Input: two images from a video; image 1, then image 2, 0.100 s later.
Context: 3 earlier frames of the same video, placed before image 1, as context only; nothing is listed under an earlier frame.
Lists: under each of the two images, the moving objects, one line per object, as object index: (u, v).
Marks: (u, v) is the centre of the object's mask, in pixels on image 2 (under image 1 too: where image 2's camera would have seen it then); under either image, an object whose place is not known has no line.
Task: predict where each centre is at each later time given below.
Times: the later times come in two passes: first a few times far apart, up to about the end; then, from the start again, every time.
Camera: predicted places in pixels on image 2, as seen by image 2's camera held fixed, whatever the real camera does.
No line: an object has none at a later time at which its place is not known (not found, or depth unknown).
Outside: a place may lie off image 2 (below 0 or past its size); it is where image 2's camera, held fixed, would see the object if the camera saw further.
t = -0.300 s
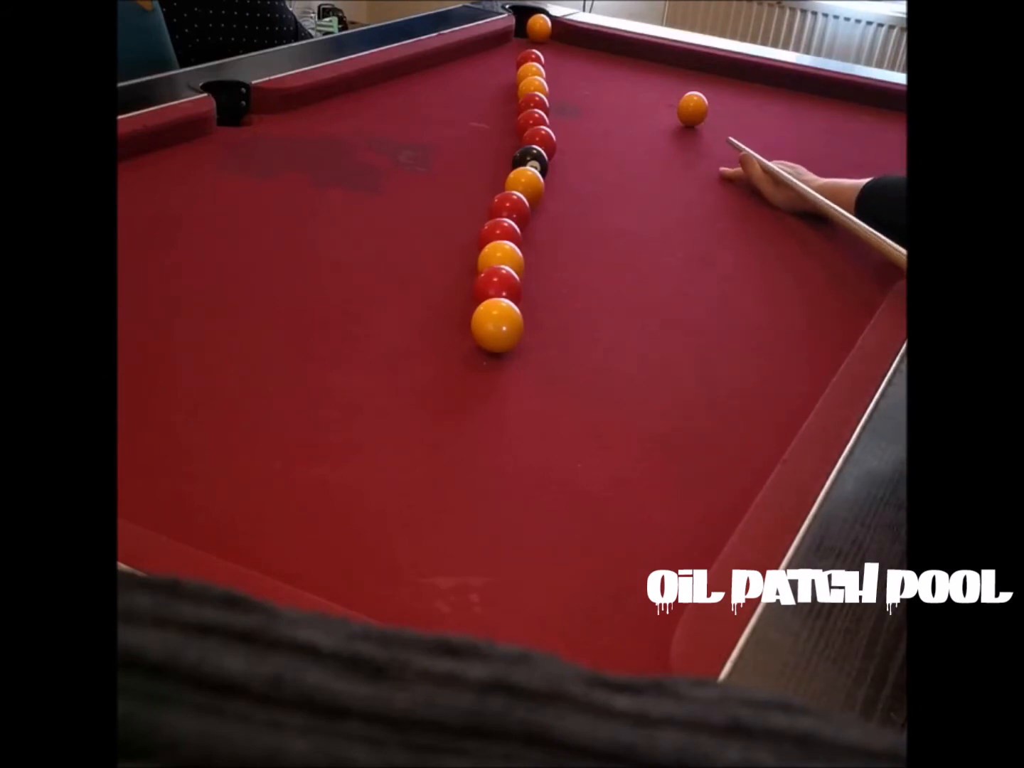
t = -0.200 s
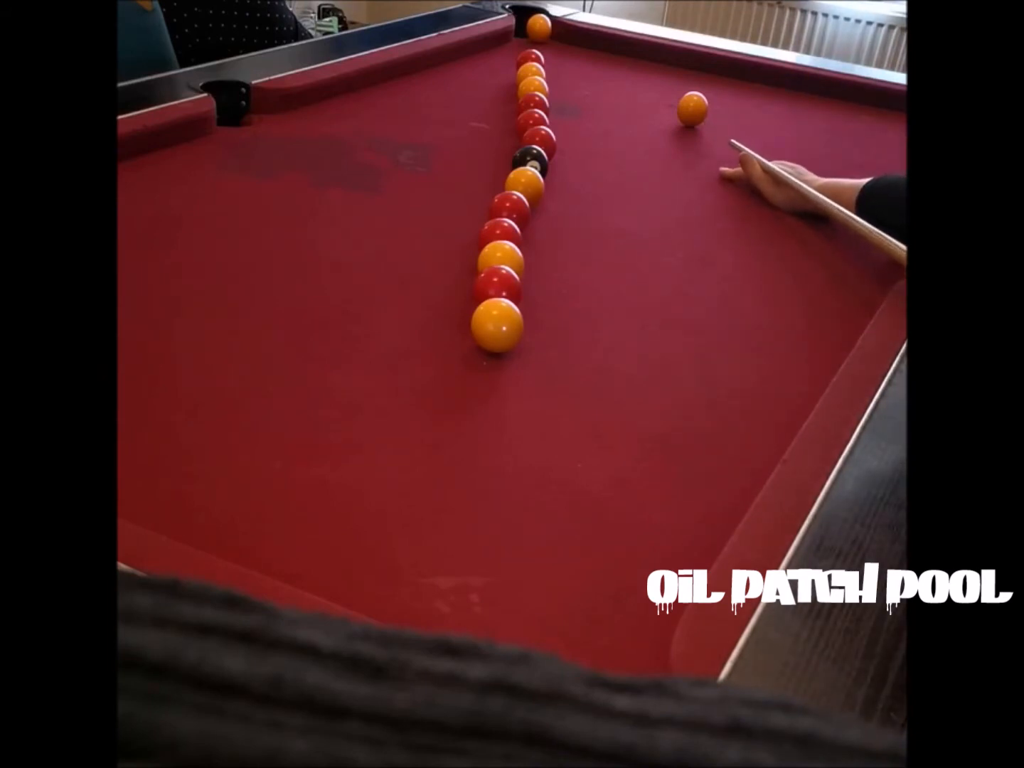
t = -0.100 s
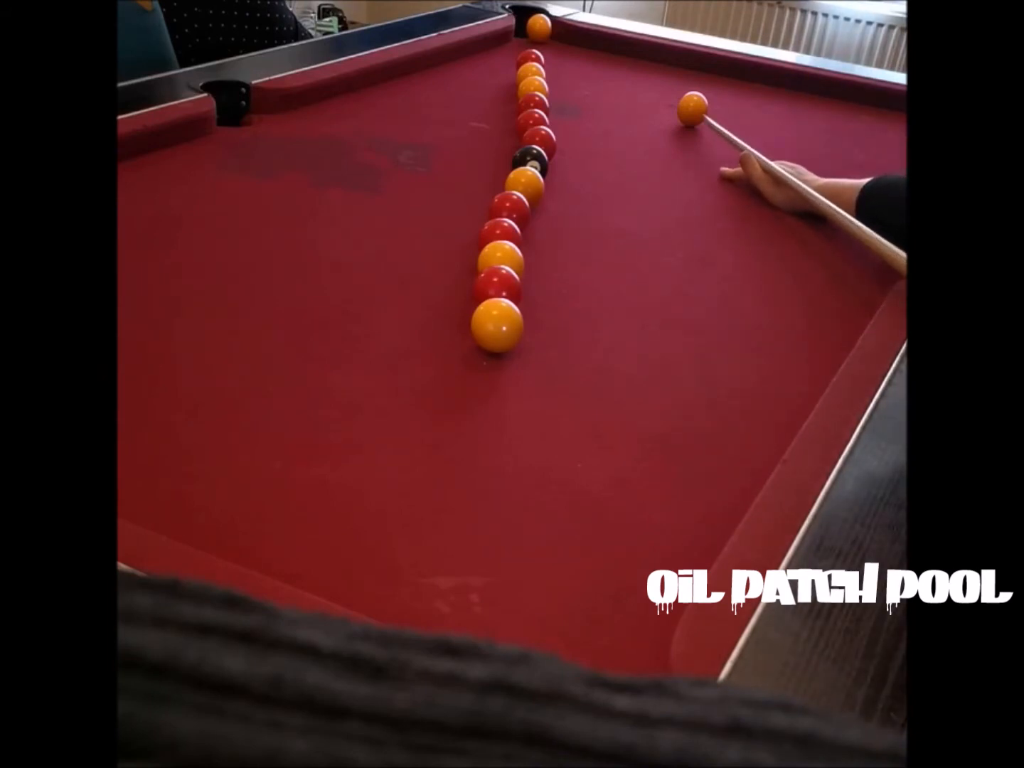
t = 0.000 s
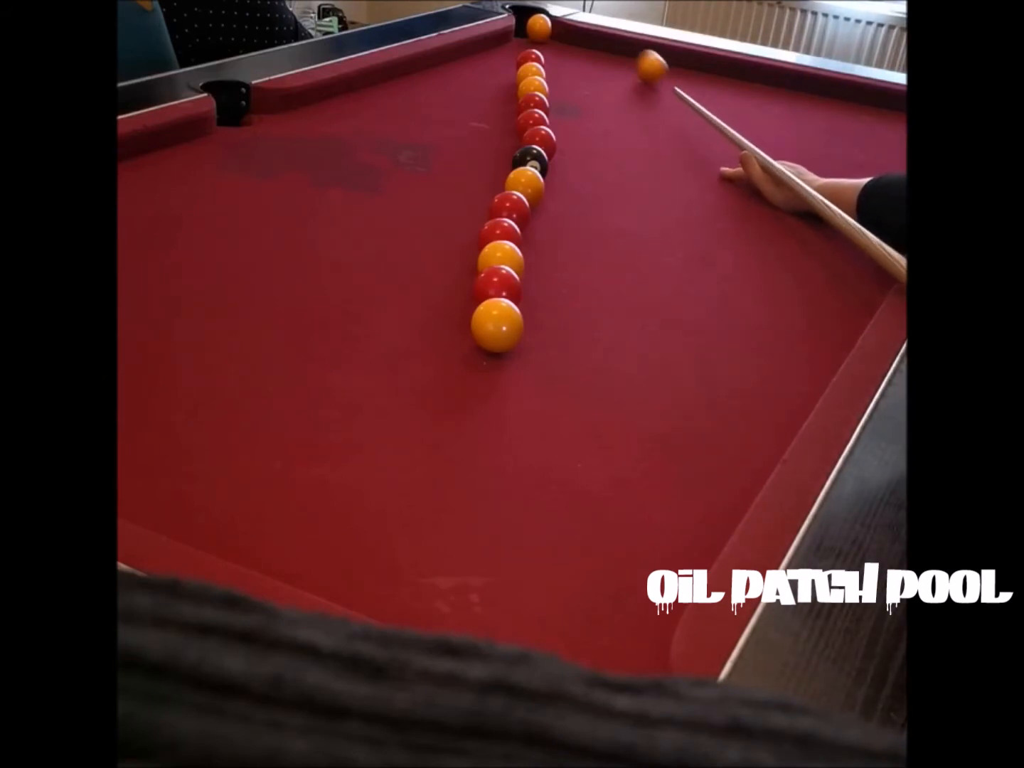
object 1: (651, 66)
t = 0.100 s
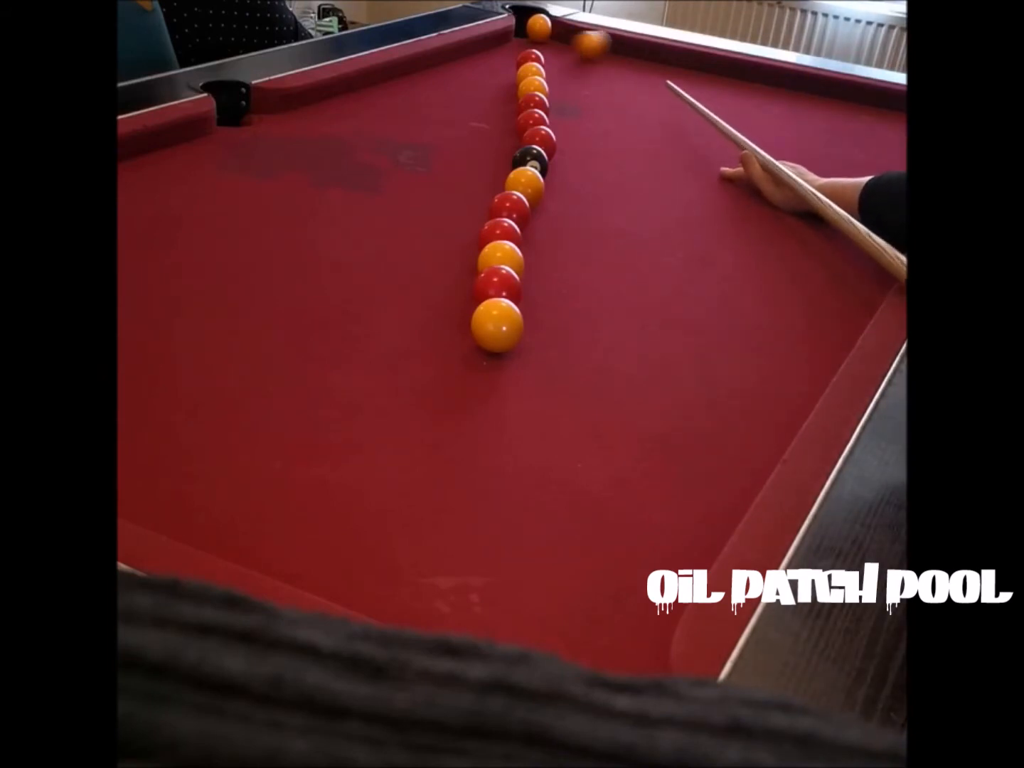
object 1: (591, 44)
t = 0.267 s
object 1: (457, 55)
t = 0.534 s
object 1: (424, 121)
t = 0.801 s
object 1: (367, 220)
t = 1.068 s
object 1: (264, 390)
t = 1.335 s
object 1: (425, 483)
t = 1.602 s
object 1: (764, 430)
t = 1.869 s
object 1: (702, 311)
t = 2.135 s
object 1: (657, 229)
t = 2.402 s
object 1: (624, 168)
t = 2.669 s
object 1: (598, 124)
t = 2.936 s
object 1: (577, 88)
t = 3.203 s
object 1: (560, 60)
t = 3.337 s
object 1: (553, 47)
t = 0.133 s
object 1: (561, 44)
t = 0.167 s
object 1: (530, 42)
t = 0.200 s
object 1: (498, 48)
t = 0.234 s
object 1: (468, 49)
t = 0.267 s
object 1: (457, 55)
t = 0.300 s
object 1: (456, 63)
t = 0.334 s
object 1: (453, 70)
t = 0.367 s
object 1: (449, 78)
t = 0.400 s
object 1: (445, 86)
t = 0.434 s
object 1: (440, 94)
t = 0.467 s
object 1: (435, 102)
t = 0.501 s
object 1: (430, 112)
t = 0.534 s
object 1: (424, 121)
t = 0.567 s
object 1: (419, 131)
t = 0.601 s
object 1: (413, 142)
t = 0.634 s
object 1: (406, 153)
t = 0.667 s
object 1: (399, 165)
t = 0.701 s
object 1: (392, 177)
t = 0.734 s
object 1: (384, 190)
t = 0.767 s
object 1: (376, 205)
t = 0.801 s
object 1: (367, 220)
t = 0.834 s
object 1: (357, 236)
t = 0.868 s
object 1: (347, 253)
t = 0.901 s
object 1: (336, 271)
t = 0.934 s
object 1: (323, 292)
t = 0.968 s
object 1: (311, 313)
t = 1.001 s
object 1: (297, 336)
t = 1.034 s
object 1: (281, 362)
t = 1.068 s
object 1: (264, 390)
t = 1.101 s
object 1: (245, 420)
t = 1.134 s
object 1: (225, 454)
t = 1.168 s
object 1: (201, 492)
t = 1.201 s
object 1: (189, 518)
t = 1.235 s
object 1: (251, 515)
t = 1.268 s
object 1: (315, 502)
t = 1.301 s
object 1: (372, 491)
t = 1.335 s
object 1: (425, 483)
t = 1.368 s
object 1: (474, 475)
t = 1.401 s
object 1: (520, 468)
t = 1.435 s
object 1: (565, 461)
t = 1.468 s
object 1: (607, 455)
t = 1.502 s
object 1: (649, 448)
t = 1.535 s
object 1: (689, 440)
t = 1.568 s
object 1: (727, 435)
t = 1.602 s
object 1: (764, 430)
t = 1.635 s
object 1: (762, 413)
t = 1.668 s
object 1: (751, 397)
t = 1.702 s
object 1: (742, 380)
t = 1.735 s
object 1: (733, 365)
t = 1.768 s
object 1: (725, 351)
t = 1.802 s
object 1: (717, 337)
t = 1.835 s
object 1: (709, 324)
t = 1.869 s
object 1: (702, 311)
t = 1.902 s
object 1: (696, 298)
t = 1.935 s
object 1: (690, 287)
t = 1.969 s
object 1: (684, 277)
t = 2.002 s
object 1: (678, 266)
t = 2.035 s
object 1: (672, 256)
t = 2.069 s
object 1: (667, 247)
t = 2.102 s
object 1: (662, 238)
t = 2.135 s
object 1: (657, 229)
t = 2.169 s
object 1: (653, 220)
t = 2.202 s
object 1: (648, 212)
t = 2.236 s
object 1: (644, 204)
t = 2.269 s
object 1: (639, 196)
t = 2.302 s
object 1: (635, 189)
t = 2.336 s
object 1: (632, 182)
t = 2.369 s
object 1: (628, 175)
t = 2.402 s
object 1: (624, 168)
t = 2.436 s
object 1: (621, 162)
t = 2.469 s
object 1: (617, 156)
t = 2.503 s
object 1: (614, 150)
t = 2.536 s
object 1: (610, 144)
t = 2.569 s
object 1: (608, 139)
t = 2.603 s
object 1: (604, 134)
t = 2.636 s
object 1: (601, 128)
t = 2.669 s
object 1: (598, 124)
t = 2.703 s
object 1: (596, 119)
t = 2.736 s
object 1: (593, 114)
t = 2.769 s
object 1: (590, 109)
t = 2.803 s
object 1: (587, 105)
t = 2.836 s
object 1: (585, 100)
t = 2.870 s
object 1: (582, 96)
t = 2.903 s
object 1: (580, 92)
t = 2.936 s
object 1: (577, 88)
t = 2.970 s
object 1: (575, 85)
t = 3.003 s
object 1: (573, 81)
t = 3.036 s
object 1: (571, 77)
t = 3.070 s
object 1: (569, 74)
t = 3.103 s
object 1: (566, 70)
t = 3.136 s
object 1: (564, 66)
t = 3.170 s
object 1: (562, 63)
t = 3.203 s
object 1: (560, 60)
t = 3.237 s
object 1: (558, 57)
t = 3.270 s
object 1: (556, 53)
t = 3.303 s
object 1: (555, 50)
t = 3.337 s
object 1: (553, 47)
